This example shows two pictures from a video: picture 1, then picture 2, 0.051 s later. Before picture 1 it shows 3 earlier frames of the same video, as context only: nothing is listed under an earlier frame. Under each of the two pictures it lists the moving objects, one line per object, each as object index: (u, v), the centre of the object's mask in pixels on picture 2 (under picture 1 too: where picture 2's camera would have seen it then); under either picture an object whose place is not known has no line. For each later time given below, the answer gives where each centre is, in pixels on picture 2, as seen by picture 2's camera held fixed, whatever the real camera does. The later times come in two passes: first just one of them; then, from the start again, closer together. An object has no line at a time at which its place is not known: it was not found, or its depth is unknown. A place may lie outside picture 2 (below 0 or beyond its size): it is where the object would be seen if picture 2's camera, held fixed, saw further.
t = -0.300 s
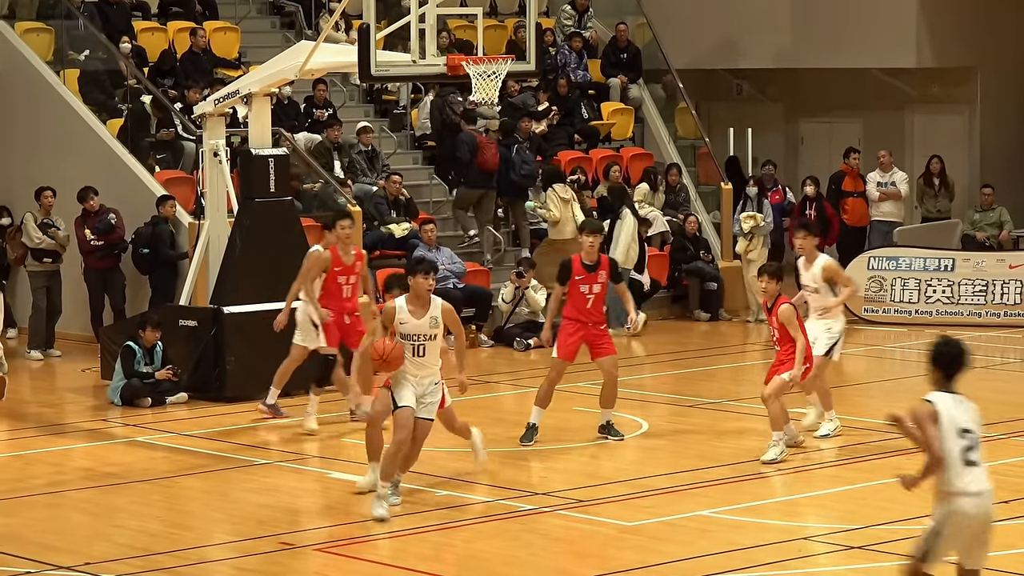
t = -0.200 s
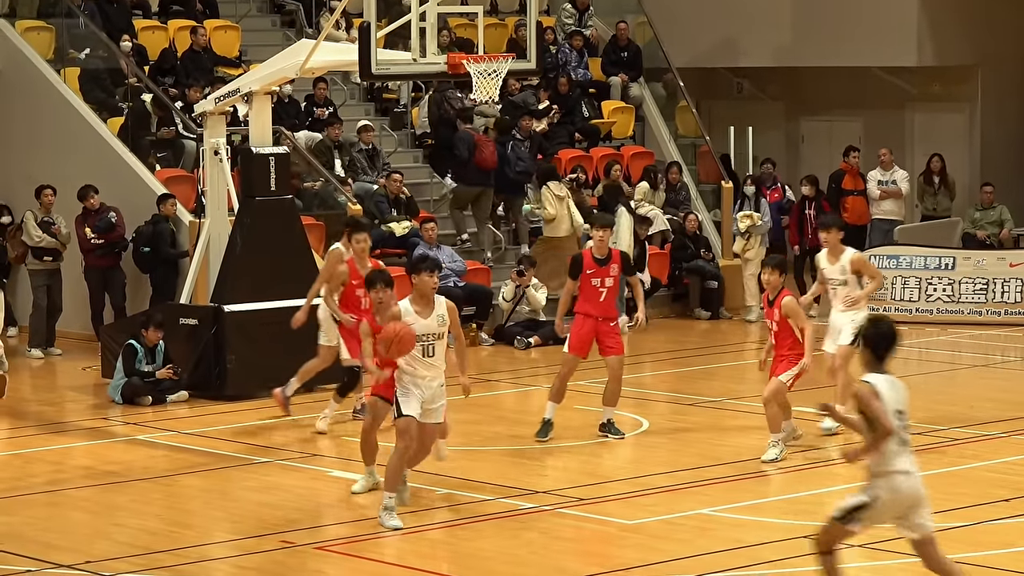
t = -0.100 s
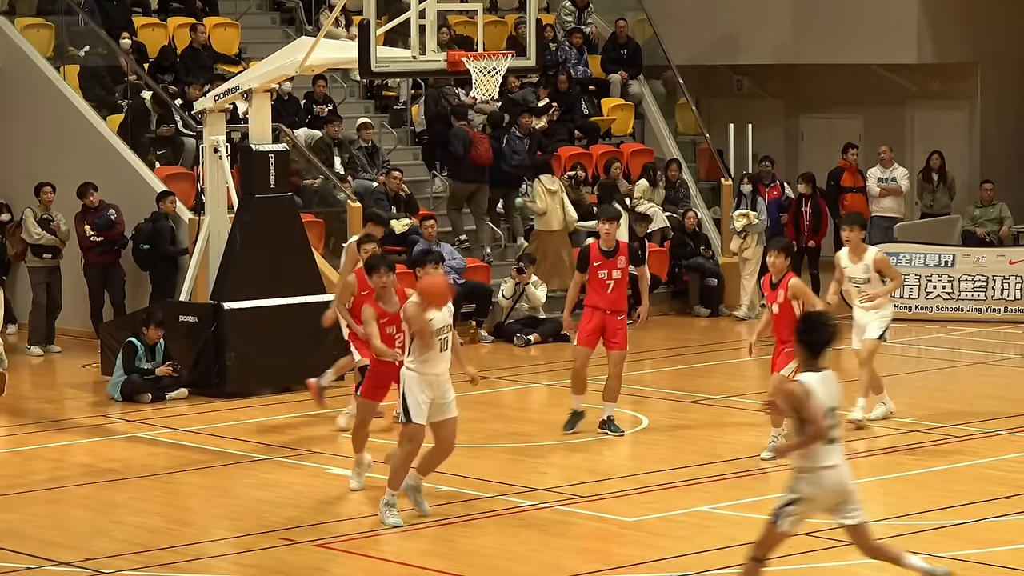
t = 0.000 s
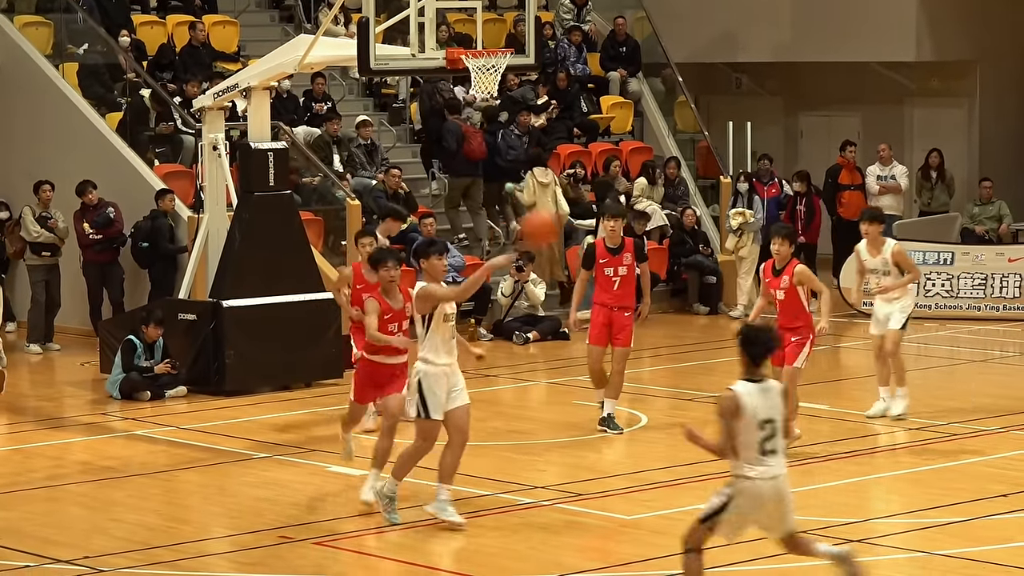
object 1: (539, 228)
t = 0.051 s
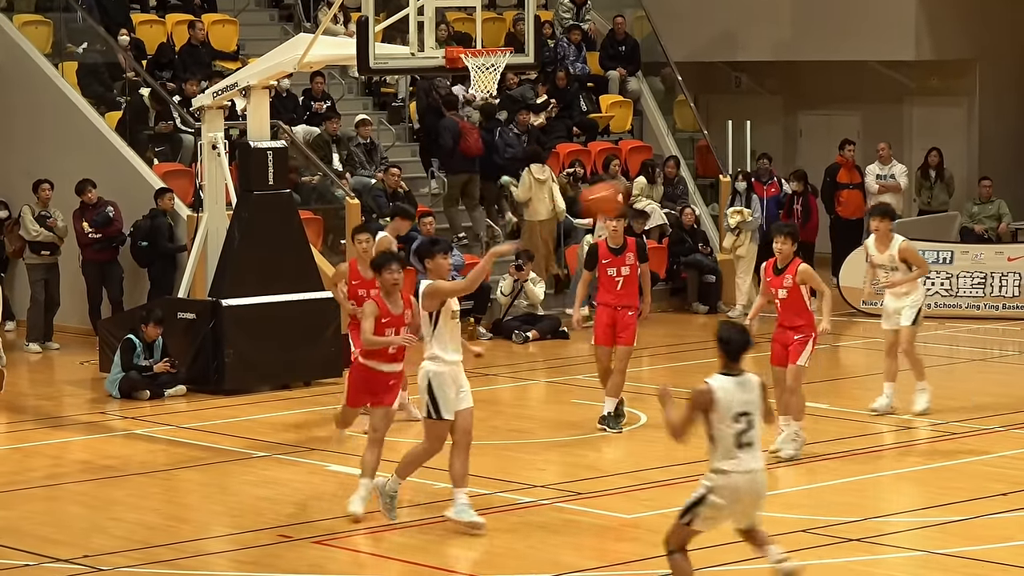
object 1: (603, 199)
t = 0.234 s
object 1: (843, 135)
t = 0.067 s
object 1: (623, 193)
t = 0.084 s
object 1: (648, 184)
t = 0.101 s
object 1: (667, 178)
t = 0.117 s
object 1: (691, 170)
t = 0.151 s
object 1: (733, 158)
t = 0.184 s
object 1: (777, 149)
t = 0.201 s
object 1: (800, 143)
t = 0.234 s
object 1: (843, 135)
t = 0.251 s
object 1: (865, 131)
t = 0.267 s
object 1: (888, 129)
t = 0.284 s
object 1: (909, 125)
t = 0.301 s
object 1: (931, 124)
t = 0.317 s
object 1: (955, 123)
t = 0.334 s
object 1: (976, 122)
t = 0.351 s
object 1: (997, 121)
